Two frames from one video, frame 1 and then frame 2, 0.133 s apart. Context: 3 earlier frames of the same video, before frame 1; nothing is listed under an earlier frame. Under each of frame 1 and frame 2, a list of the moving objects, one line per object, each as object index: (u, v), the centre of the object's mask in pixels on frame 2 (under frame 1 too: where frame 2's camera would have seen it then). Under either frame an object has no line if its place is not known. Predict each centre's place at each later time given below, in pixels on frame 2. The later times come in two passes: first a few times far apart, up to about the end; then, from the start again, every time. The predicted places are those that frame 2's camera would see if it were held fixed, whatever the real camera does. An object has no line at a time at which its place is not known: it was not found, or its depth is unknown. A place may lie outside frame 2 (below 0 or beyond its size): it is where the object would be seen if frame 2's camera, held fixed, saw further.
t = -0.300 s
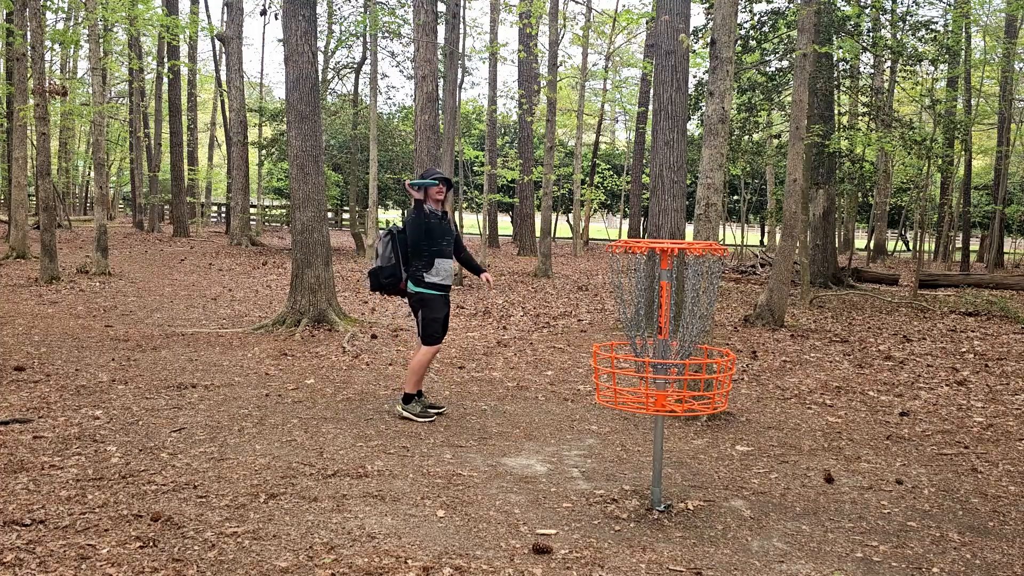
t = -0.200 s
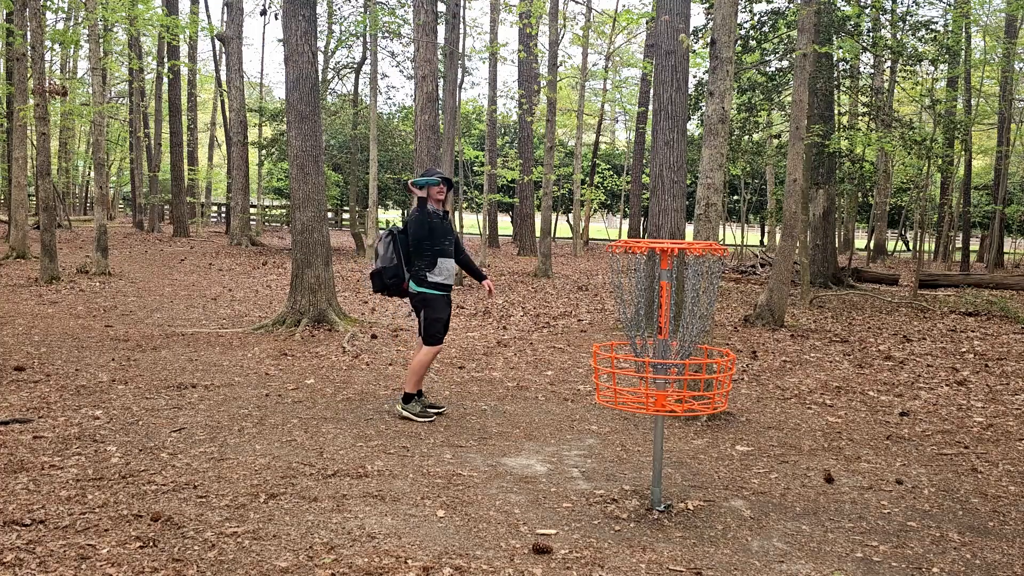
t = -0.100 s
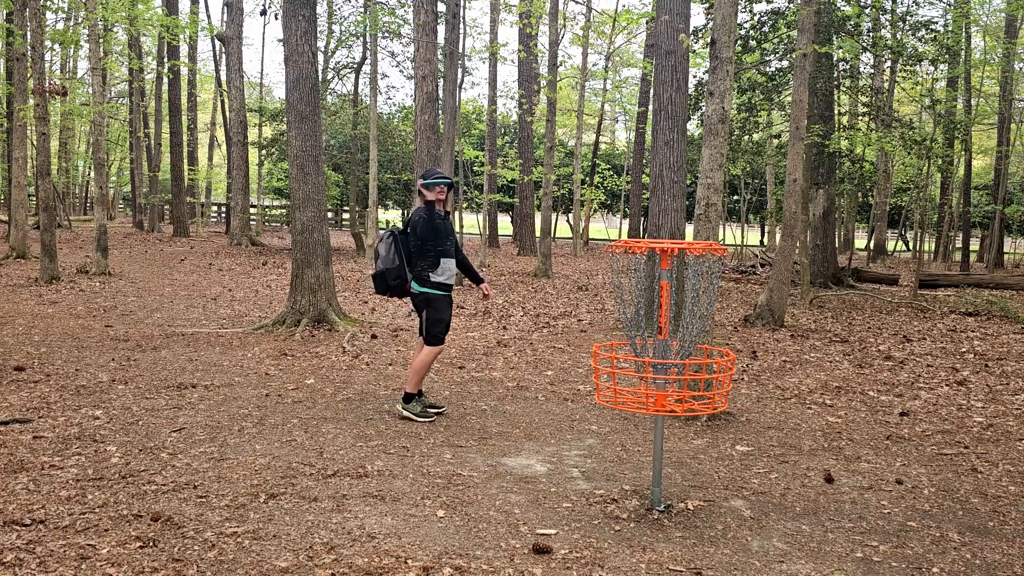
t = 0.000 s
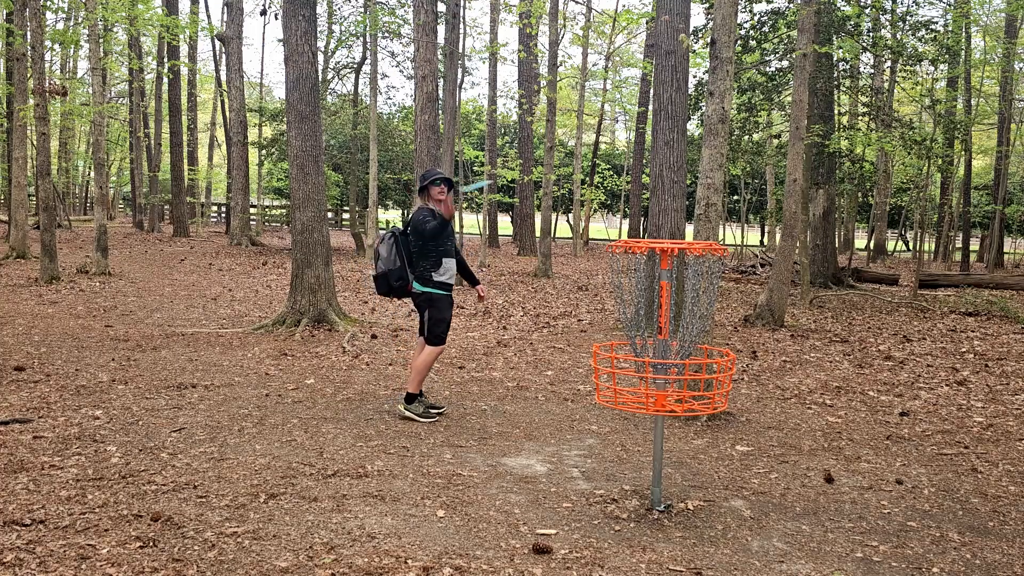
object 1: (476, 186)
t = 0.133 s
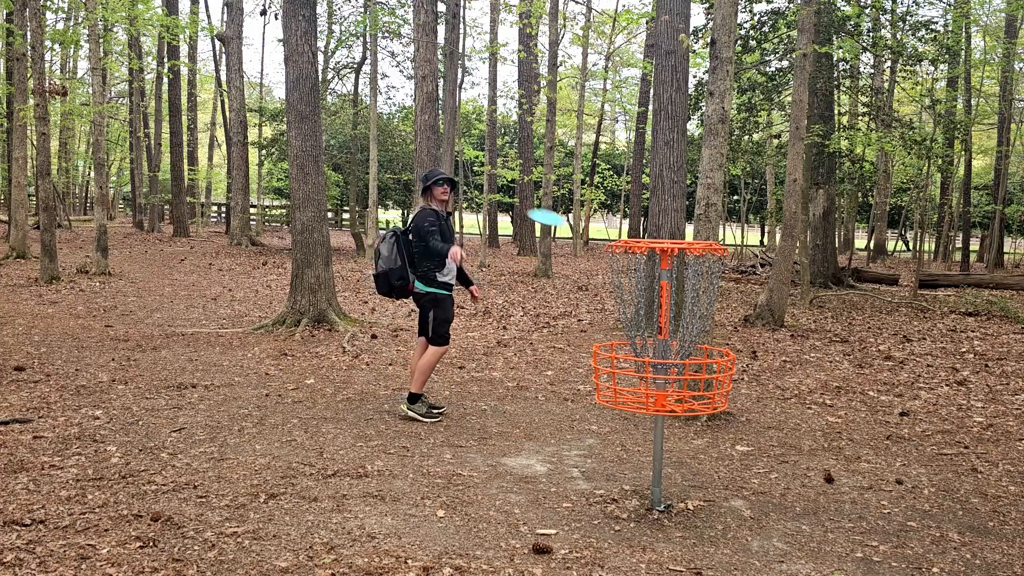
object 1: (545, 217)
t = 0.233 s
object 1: (611, 266)
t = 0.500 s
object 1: (645, 336)
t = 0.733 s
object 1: (644, 340)
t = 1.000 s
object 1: (643, 341)
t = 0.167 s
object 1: (572, 232)
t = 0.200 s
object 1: (588, 248)
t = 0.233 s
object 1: (611, 266)
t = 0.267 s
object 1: (631, 279)
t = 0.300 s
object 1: (640, 290)
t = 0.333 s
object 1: (642, 302)
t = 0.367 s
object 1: (645, 310)
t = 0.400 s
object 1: (645, 317)
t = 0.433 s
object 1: (644, 324)
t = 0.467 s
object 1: (645, 331)
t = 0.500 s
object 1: (645, 336)
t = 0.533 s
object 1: (645, 338)
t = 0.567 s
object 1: (644, 339)
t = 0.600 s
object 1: (643, 339)
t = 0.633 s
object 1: (643, 339)
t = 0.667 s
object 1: (643, 340)
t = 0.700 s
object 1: (643, 340)
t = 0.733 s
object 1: (644, 340)
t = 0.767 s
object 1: (644, 340)
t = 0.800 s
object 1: (644, 340)
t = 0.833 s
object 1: (644, 340)
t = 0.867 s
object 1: (643, 341)
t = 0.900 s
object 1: (643, 341)
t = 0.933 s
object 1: (643, 341)
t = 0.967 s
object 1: (643, 341)
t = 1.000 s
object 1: (643, 341)
